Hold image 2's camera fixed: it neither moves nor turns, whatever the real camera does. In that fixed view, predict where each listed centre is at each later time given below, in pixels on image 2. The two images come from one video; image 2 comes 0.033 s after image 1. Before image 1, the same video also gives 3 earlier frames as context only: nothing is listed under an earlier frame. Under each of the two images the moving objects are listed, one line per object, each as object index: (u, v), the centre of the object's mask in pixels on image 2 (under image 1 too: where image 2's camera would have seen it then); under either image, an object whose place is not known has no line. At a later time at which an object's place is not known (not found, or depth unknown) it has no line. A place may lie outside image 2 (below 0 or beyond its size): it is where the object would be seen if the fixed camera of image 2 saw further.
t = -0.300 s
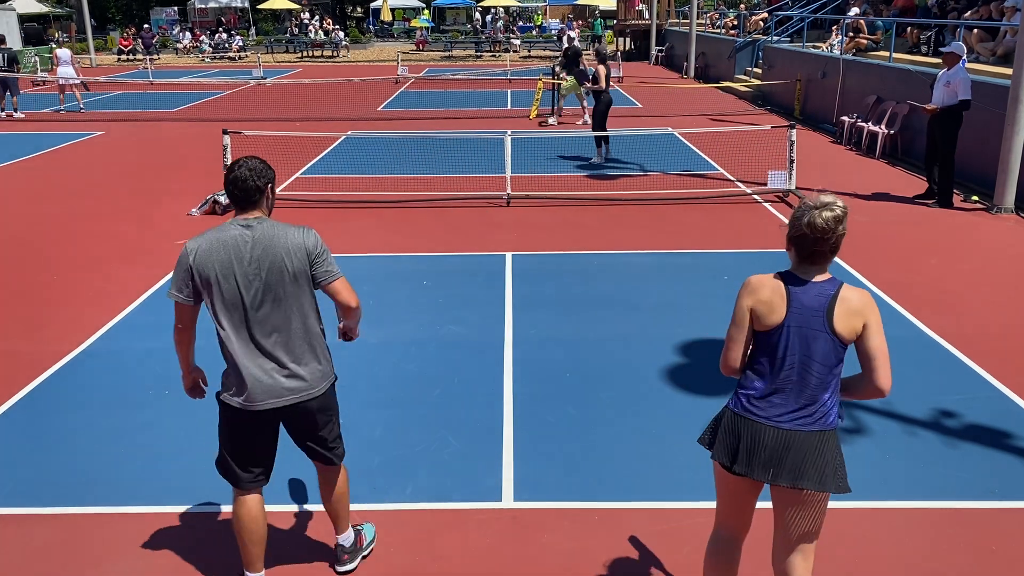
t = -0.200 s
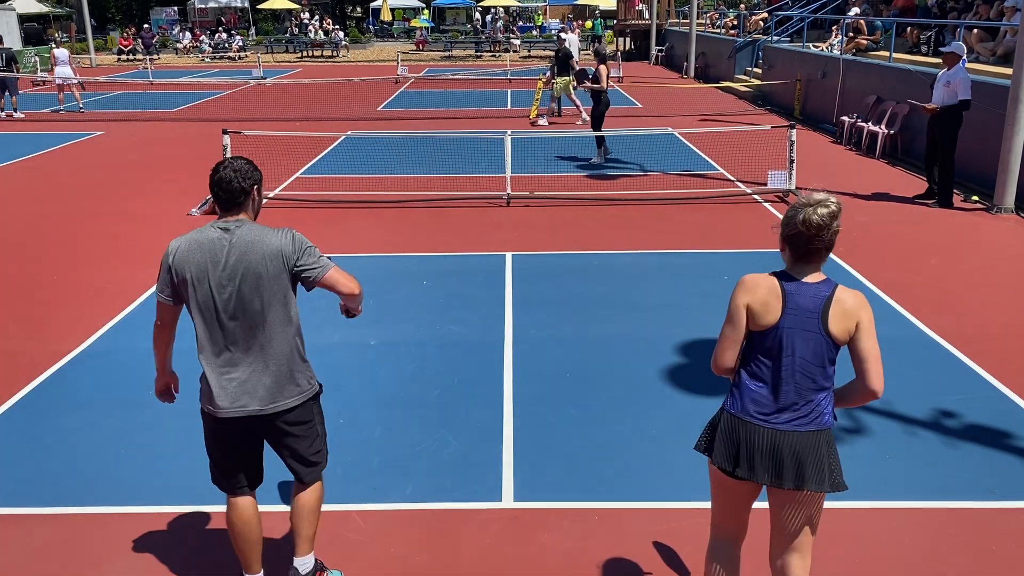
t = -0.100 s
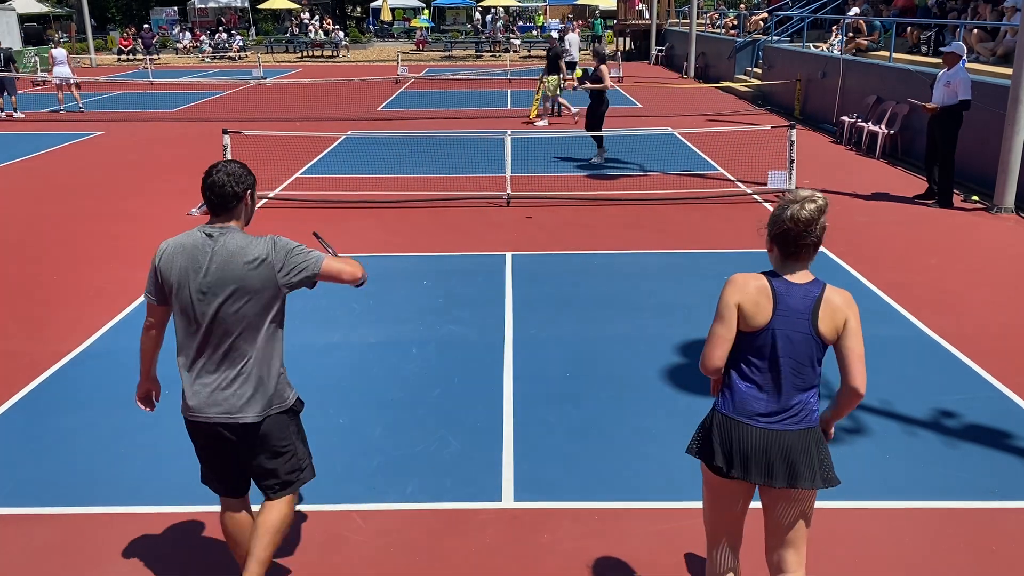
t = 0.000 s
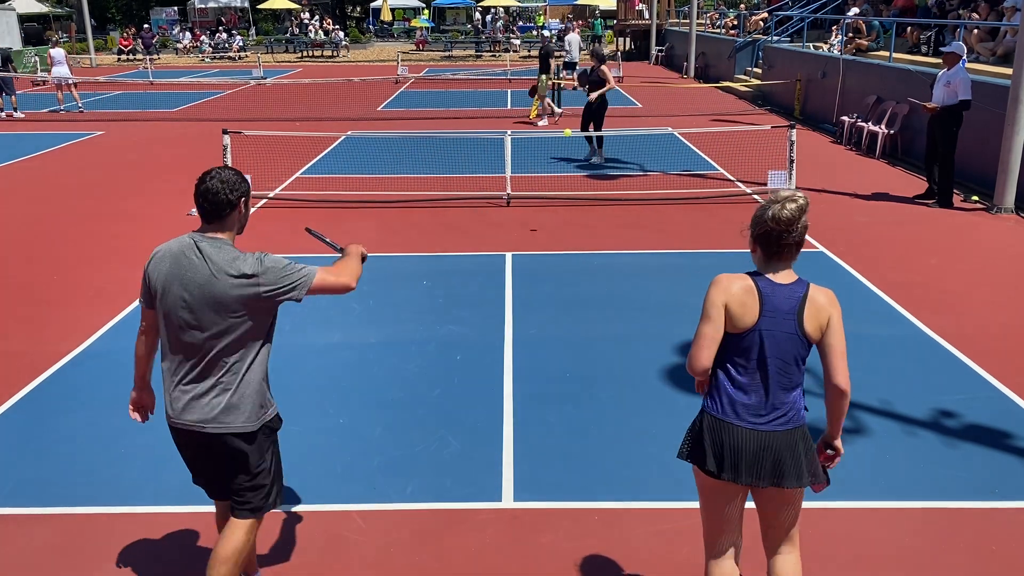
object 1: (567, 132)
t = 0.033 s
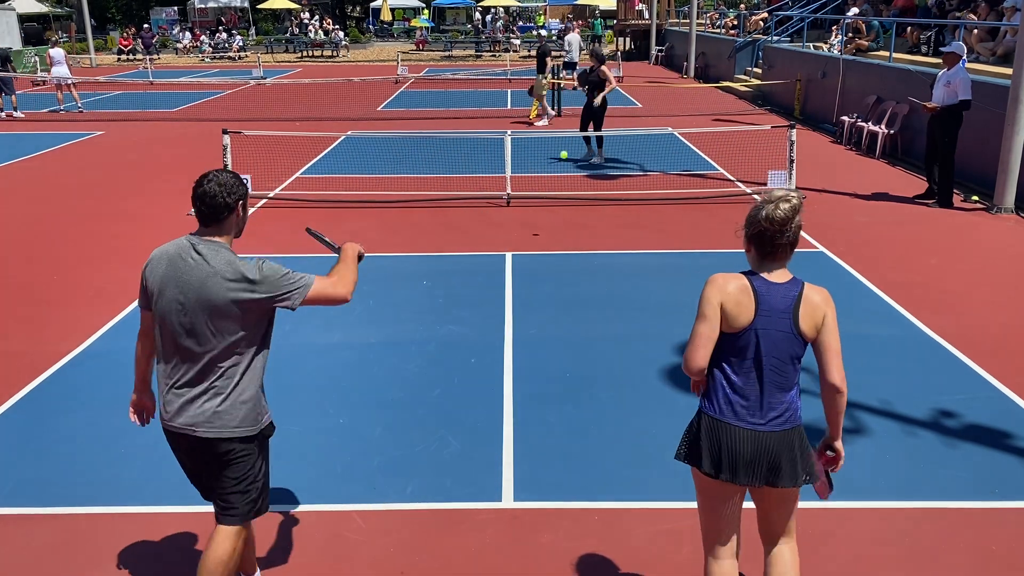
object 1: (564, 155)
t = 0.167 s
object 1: (548, 249)
